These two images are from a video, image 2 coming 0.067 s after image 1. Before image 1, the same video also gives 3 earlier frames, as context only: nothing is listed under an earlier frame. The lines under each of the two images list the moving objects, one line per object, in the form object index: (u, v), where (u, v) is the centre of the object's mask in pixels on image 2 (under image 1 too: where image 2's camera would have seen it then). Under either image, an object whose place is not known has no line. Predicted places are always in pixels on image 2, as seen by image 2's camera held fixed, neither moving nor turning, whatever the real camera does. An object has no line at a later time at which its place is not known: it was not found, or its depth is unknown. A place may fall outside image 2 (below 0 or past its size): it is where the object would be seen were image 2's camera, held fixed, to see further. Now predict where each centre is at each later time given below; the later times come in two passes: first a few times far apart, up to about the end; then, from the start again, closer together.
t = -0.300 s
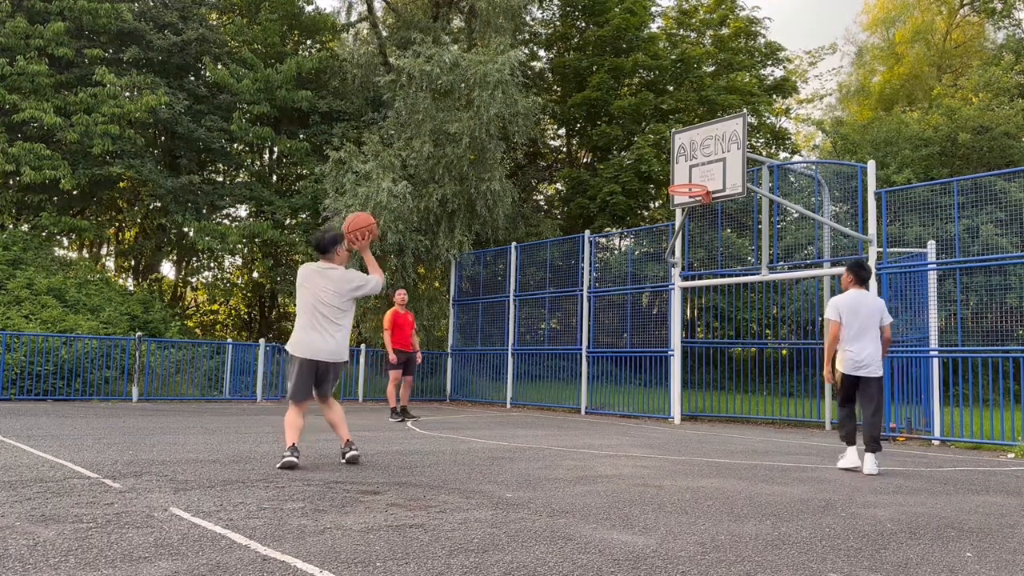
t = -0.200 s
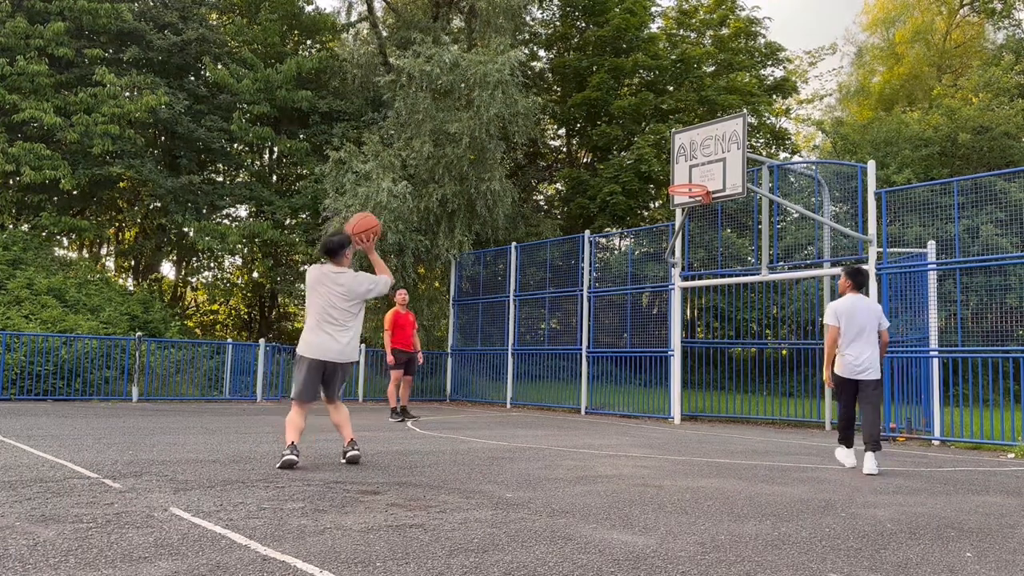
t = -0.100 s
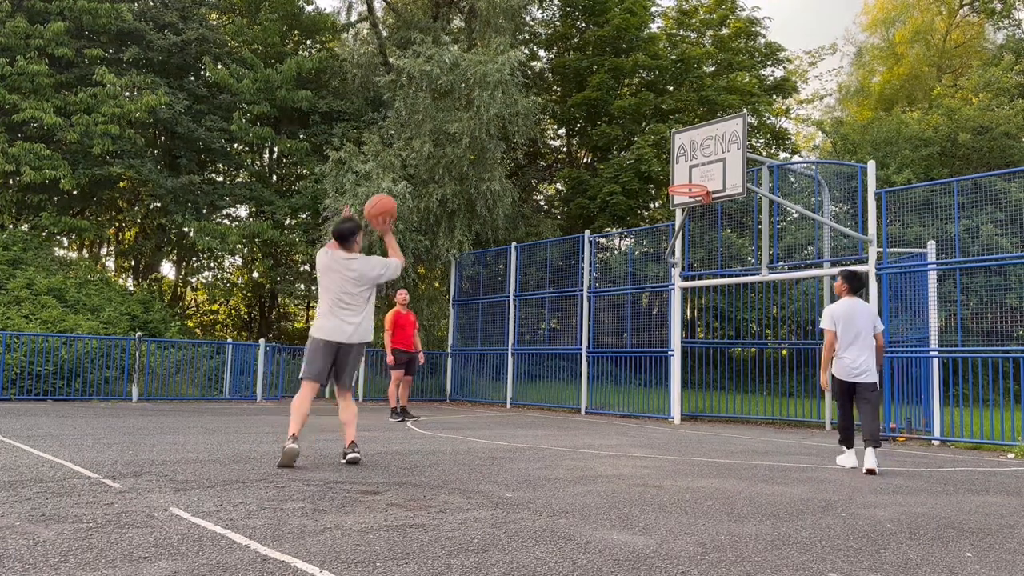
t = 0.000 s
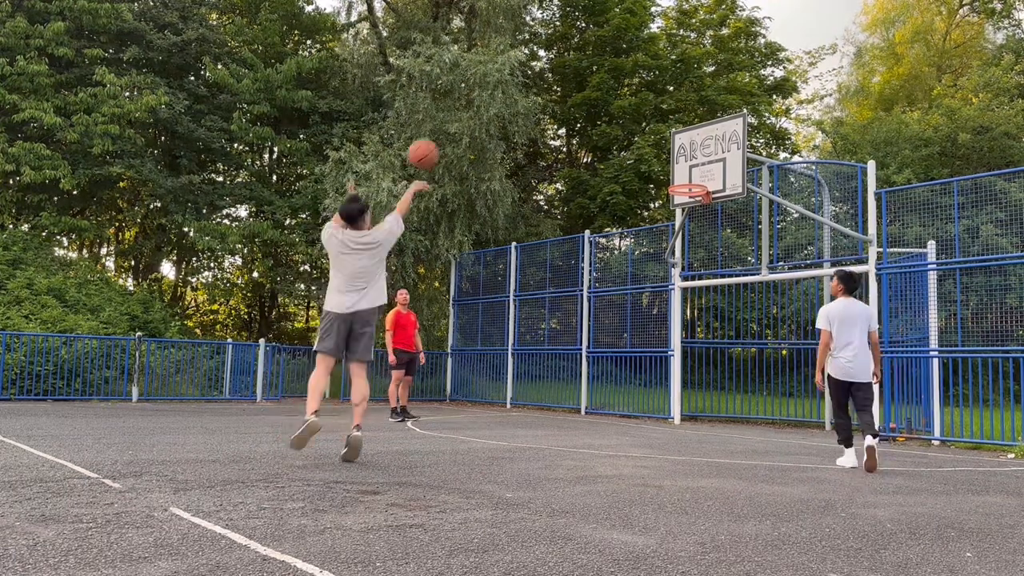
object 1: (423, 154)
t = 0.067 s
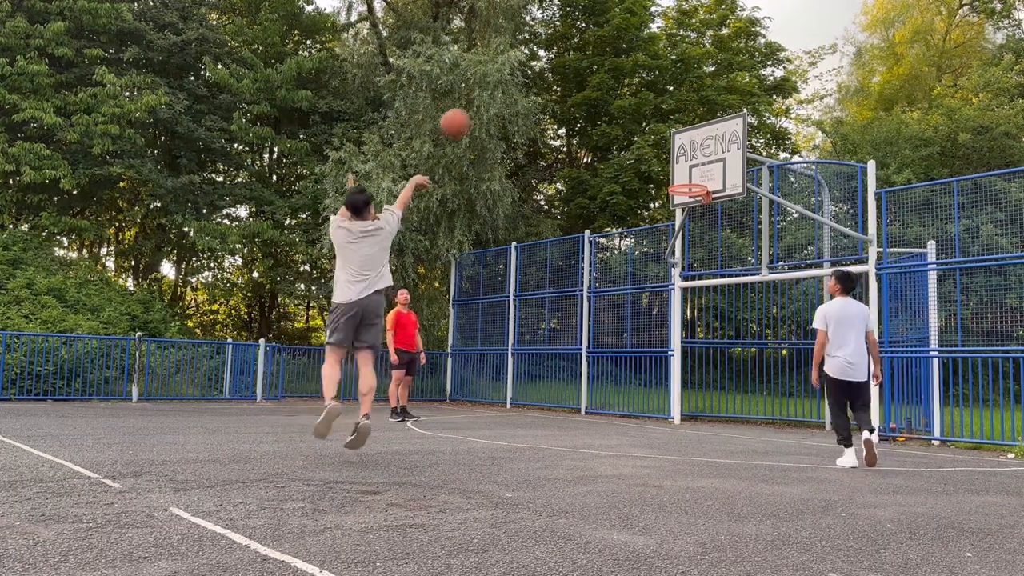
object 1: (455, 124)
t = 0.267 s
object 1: (533, 75)
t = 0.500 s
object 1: (601, 75)
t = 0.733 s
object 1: (651, 120)
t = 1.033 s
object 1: (662, 188)
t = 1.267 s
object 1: (609, 213)
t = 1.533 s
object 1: (552, 282)
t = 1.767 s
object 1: (505, 379)
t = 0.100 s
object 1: (470, 111)
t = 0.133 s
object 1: (484, 101)
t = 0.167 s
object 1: (497, 92)
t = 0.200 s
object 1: (510, 85)
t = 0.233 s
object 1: (522, 79)
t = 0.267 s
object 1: (533, 75)
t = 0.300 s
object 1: (544, 71)
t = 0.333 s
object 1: (554, 69)
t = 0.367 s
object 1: (565, 68)
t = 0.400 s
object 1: (575, 68)
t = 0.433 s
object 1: (584, 70)
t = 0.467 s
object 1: (592, 73)
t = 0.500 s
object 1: (601, 75)
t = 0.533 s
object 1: (609, 79)
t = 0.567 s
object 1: (617, 85)
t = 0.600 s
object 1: (624, 90)
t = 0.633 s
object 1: (631, 95)
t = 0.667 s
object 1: (638, 104)
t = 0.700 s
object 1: (644, 111)
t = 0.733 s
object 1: (651, 120)
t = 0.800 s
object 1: (662, 138)
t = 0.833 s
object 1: (668, 149)
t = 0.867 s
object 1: (673, 159)
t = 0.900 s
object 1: (680, 170)
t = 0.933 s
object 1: (685, 180)
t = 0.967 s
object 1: (680, 182)
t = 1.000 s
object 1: (669, 185)
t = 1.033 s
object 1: (662, 188)
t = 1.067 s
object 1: (655, 189)
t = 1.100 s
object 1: (647, 192)
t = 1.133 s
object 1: (639, 195)
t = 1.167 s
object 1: (632, 198)
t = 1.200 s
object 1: (624, 202)
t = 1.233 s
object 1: (617, 207)
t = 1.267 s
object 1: (609, 213)
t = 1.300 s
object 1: (602, 219)
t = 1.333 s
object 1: (595, 225)
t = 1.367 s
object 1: (587, 233)
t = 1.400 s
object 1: (580, 243)
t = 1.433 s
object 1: (573, 251)
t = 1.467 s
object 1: (566, 261)
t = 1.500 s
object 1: (559, 271)
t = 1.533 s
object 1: (552, 282)
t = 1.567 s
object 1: (545, 294)
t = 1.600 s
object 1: (538, 307)
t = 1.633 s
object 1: (531, 320)
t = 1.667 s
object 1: (525, 334)
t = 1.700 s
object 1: (518, 349)
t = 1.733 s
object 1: (511, 364)
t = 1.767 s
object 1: (505, 379)
